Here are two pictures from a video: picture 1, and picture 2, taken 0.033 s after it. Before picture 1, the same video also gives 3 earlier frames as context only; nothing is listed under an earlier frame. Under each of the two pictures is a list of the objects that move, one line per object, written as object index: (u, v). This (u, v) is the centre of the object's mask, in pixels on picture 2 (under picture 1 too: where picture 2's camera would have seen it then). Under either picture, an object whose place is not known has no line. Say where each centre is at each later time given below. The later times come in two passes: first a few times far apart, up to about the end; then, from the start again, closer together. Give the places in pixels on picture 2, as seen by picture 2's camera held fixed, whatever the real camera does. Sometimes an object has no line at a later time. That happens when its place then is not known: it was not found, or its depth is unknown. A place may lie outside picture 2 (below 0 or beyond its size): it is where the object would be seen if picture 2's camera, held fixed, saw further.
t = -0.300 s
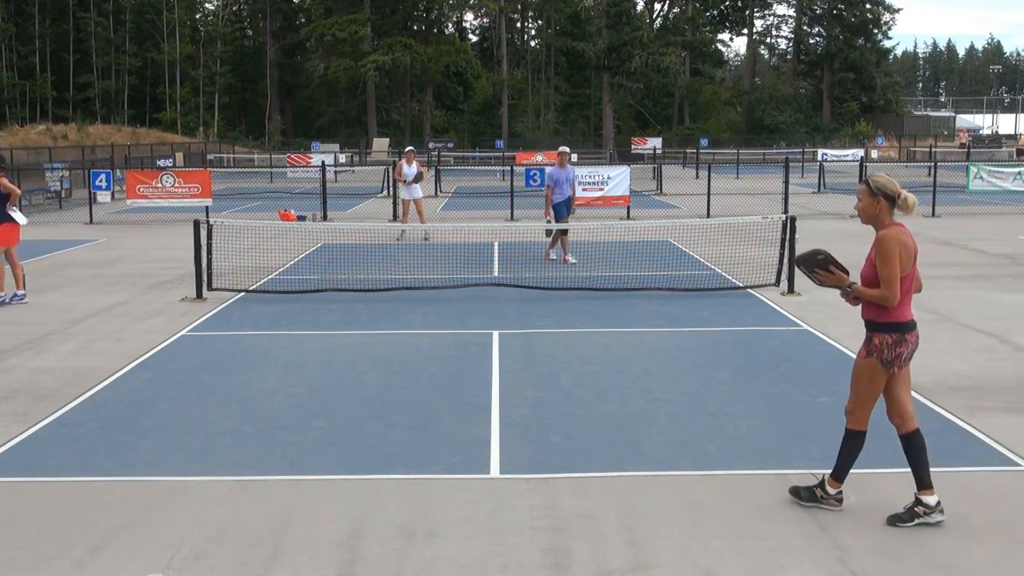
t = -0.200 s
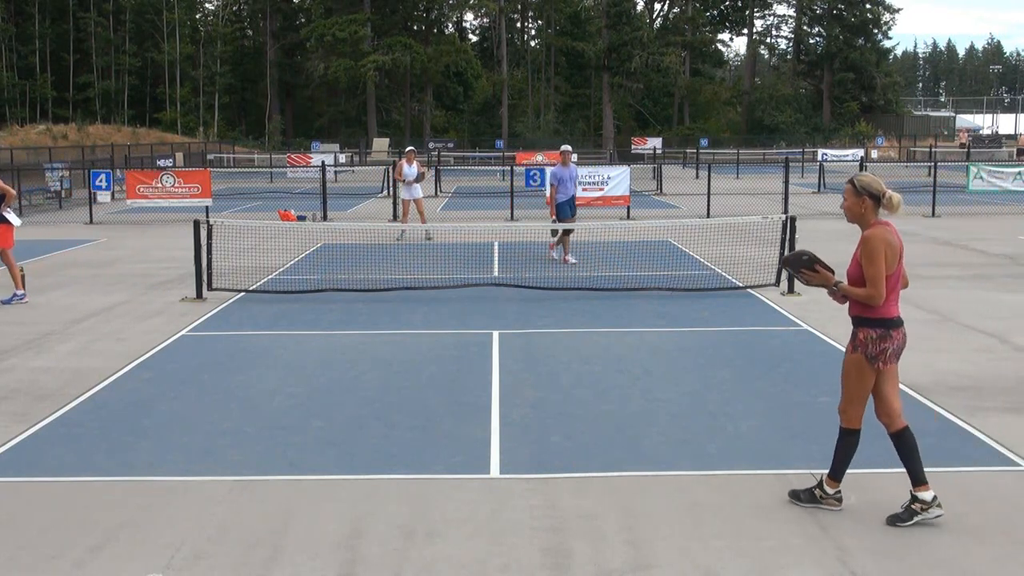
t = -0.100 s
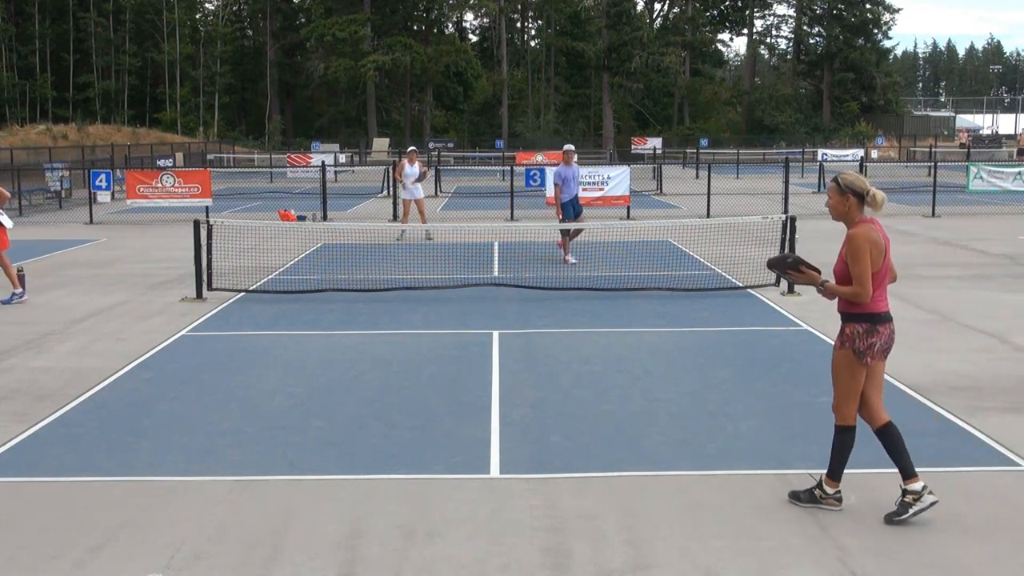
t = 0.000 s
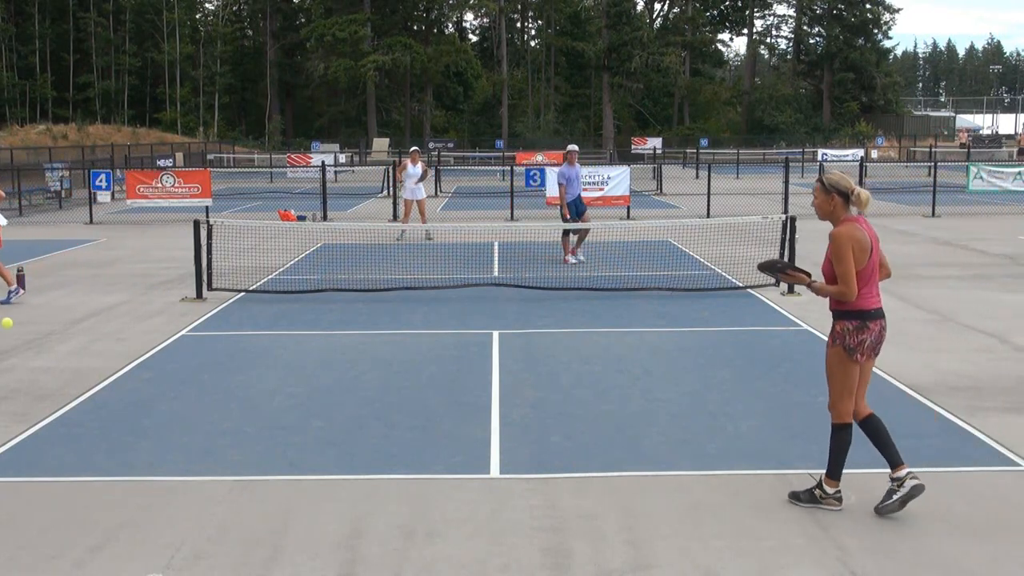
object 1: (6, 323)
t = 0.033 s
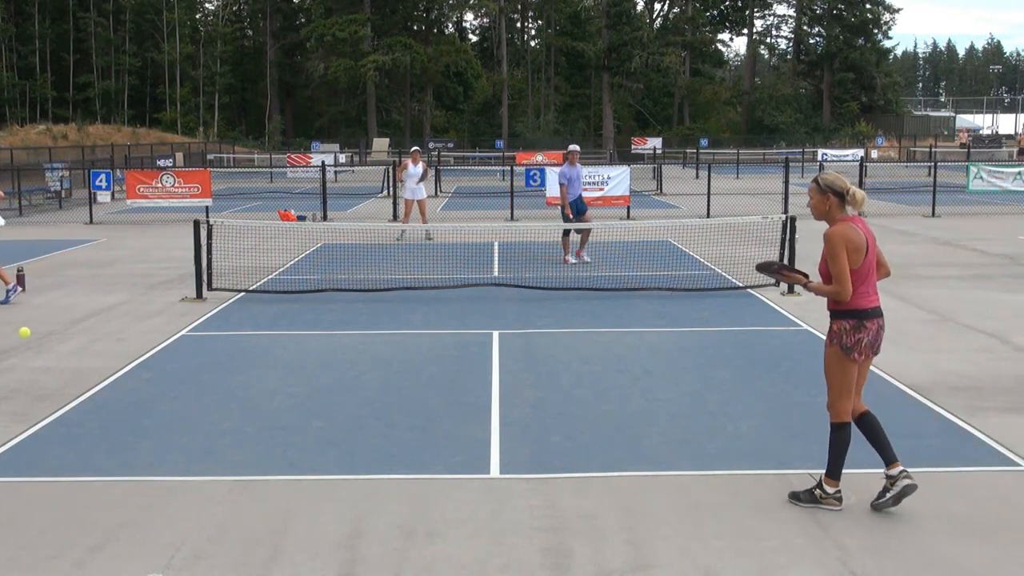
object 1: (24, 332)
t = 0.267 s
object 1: (144, 396)
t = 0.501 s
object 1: (264, 365)
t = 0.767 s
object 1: (402, 420)
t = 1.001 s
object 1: (524, 399)
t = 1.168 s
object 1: (609, 425)
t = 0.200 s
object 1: (111, 404)
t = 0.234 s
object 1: (128, 408)
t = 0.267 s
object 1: (144, 396)
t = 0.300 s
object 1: (161, 387)
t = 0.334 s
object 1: (178, 379)
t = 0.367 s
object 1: (194, 373)
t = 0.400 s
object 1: (211, 368)
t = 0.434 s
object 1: (229, 365)
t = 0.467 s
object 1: (246, 364)
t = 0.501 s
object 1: (264, 365)
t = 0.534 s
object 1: (281, 367)
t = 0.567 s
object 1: (298, 371)
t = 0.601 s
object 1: (315, 376)
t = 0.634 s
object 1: (333, 383)
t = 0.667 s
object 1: (350, 393)
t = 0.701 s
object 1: (368, 403)
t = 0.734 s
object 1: (385, 415)
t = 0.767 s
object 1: (402, 420)
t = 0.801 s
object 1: (419, 412)
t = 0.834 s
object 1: (437, 405)
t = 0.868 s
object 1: (454, 401)
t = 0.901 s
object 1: (471, 398)
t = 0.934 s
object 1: (488, 397)
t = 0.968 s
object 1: (506, 397)
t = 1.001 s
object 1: (524, 399)
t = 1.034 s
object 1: (541, 402)
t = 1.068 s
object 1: (558, 408)
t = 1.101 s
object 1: (575, 415)
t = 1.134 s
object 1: (592, 424)
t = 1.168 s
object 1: (609, 425)
